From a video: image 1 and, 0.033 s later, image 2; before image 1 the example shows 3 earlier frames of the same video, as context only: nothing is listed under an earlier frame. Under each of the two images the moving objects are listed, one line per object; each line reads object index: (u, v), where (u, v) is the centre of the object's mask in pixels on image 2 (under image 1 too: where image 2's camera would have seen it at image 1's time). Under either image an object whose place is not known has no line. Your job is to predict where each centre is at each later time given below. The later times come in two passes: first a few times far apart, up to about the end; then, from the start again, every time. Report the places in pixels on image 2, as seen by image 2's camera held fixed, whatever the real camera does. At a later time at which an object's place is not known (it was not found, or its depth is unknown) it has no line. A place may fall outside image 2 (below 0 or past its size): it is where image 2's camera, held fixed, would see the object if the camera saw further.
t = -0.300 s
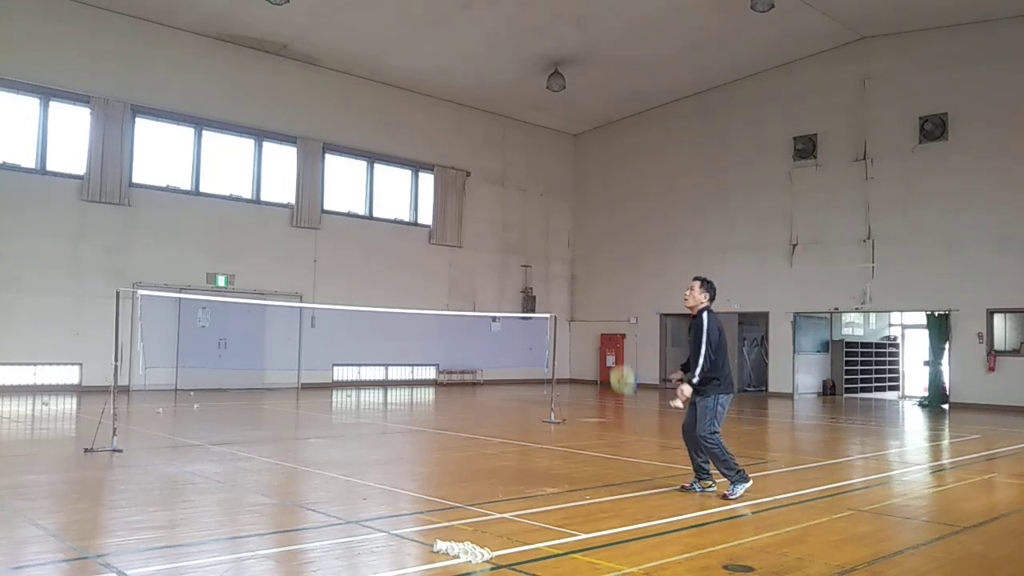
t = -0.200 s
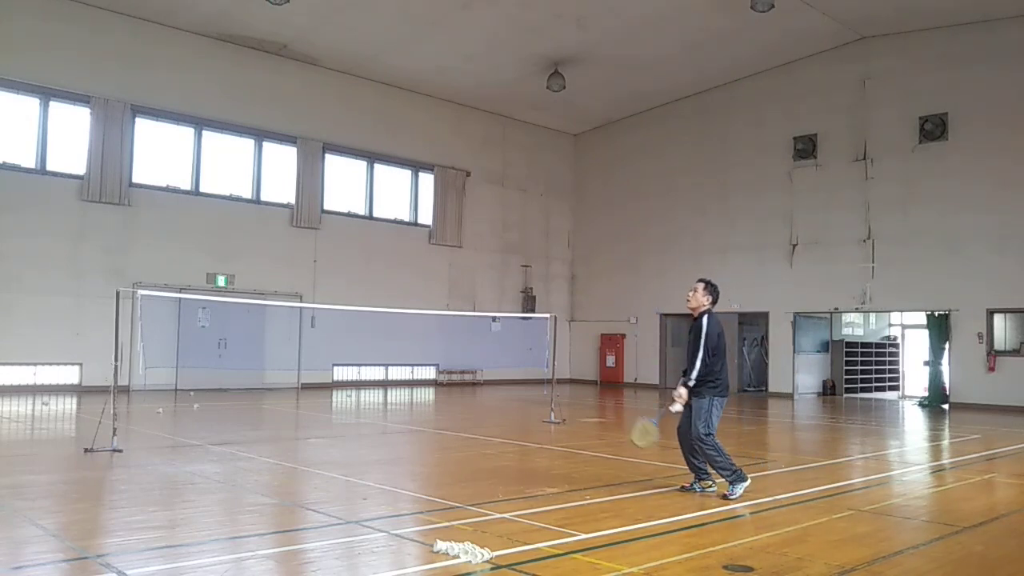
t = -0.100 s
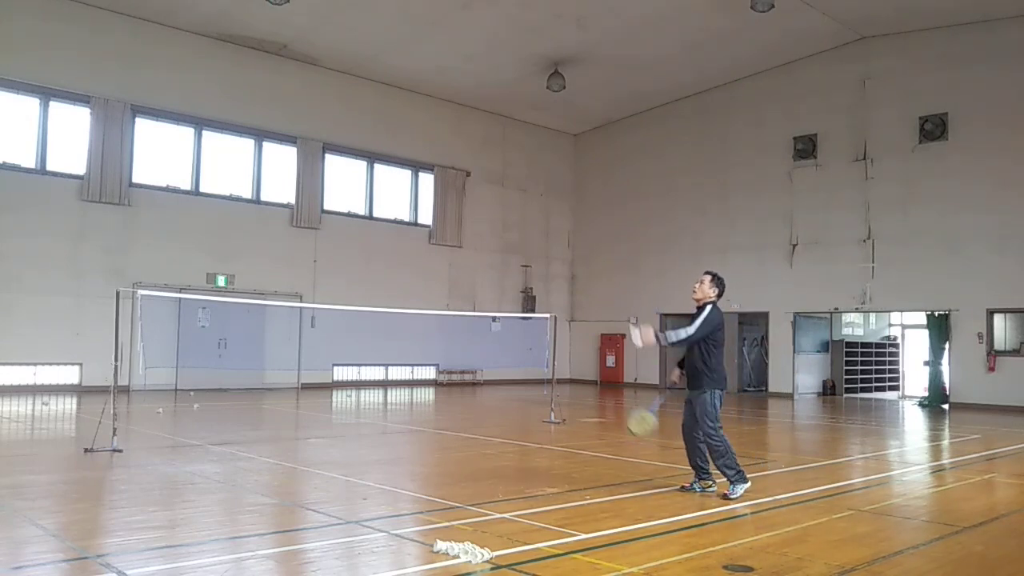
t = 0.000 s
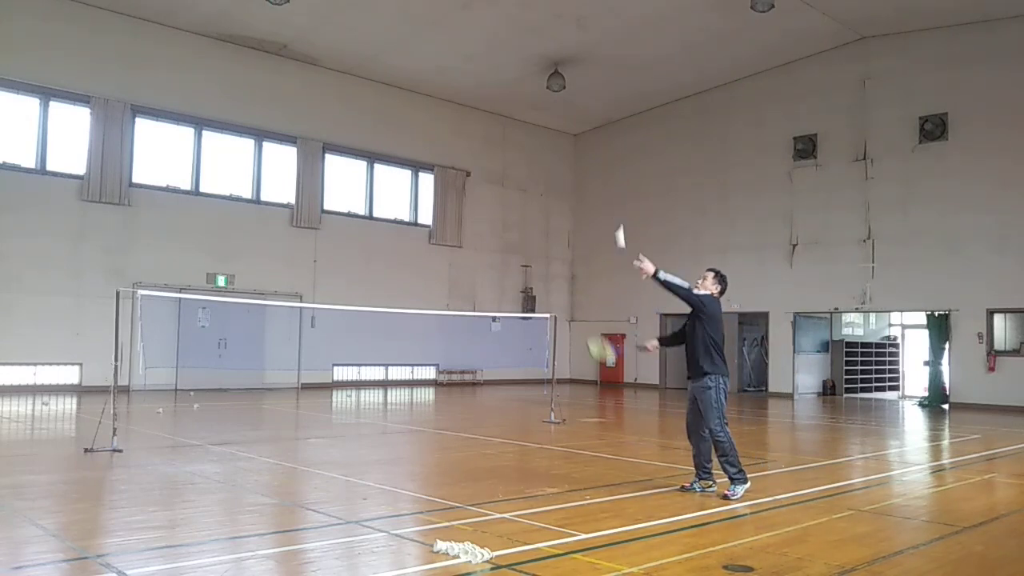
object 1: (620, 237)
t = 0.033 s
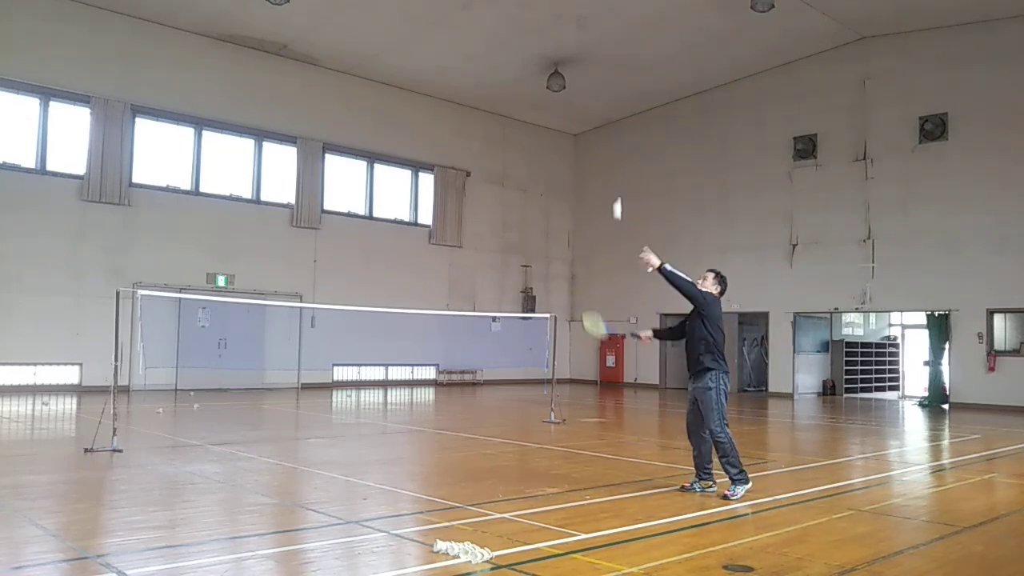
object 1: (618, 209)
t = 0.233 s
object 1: (608, 87)
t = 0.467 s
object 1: (590, 23)
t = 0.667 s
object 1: (577, 23)
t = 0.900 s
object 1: (560, 78)
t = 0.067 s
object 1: (616, 184)
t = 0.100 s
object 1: (615, 161)
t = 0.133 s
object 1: (614, 139)
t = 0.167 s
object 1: (612, 120)
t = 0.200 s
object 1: (610, 103)
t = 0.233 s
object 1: (608, 87)
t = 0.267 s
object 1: (606, 74)
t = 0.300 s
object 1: (603, 62)
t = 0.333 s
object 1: (601, 51)
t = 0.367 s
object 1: (598, 42)
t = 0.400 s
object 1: (595, 35)
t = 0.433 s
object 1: (593, 28)
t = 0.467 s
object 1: (590, 23)
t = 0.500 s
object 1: (588, 20)
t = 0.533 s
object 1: (586, 18)
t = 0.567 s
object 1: (583, 17)
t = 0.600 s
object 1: (581, 18)
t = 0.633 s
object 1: (579, 20)
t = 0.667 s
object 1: (577, 23)
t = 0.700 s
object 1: (575, 28)
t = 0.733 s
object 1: (573, 34)
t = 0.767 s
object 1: (571, 40)
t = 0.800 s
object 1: (569, 48)
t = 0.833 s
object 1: (567, 57)
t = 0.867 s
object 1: (564, 66)
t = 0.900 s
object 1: (560, 78)
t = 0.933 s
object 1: (556, 92)
